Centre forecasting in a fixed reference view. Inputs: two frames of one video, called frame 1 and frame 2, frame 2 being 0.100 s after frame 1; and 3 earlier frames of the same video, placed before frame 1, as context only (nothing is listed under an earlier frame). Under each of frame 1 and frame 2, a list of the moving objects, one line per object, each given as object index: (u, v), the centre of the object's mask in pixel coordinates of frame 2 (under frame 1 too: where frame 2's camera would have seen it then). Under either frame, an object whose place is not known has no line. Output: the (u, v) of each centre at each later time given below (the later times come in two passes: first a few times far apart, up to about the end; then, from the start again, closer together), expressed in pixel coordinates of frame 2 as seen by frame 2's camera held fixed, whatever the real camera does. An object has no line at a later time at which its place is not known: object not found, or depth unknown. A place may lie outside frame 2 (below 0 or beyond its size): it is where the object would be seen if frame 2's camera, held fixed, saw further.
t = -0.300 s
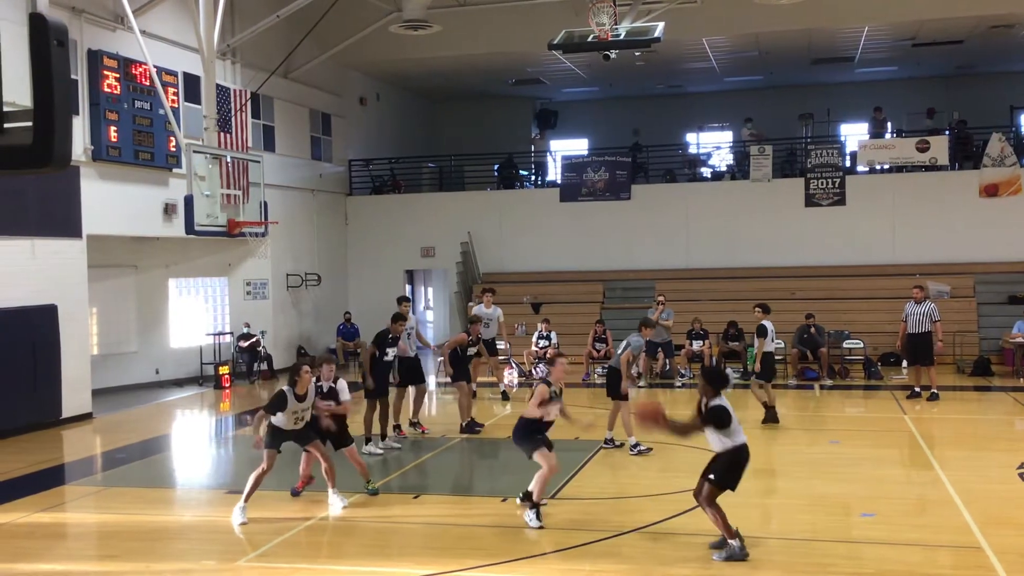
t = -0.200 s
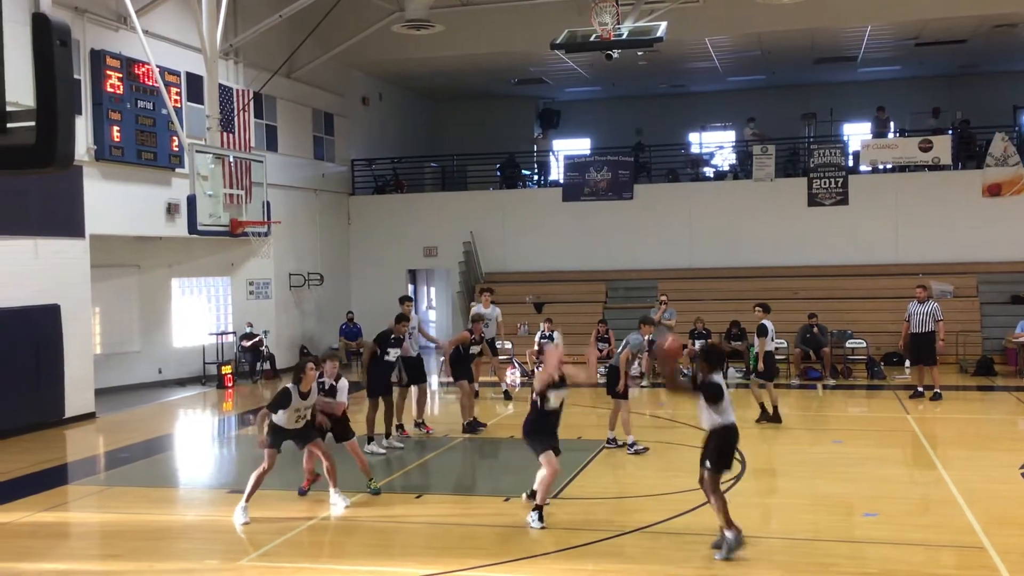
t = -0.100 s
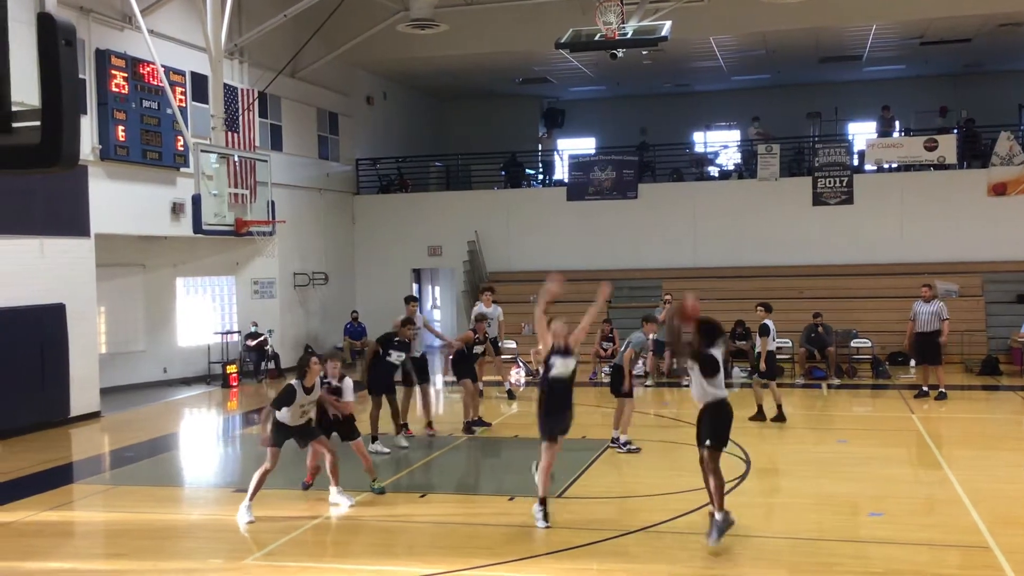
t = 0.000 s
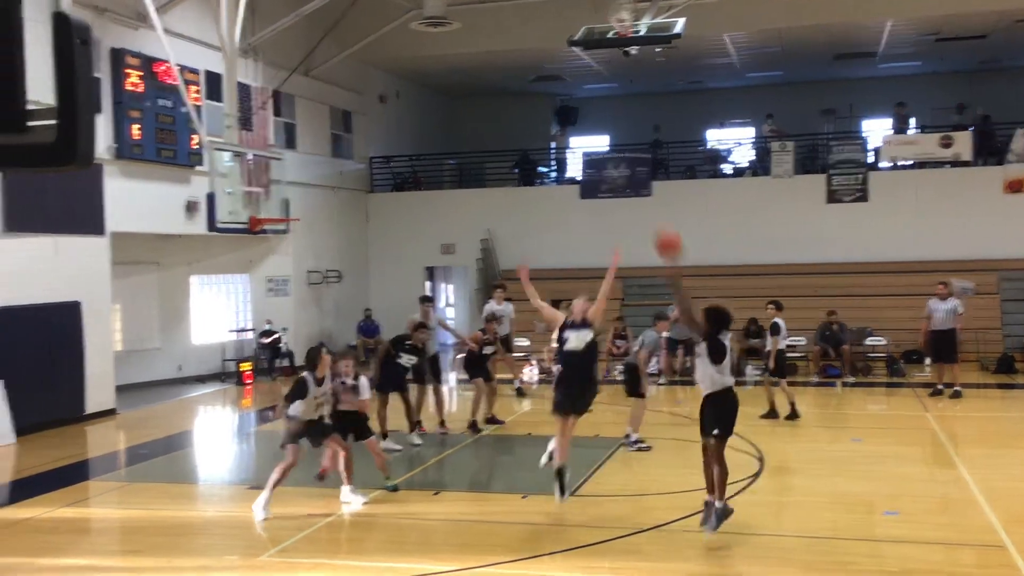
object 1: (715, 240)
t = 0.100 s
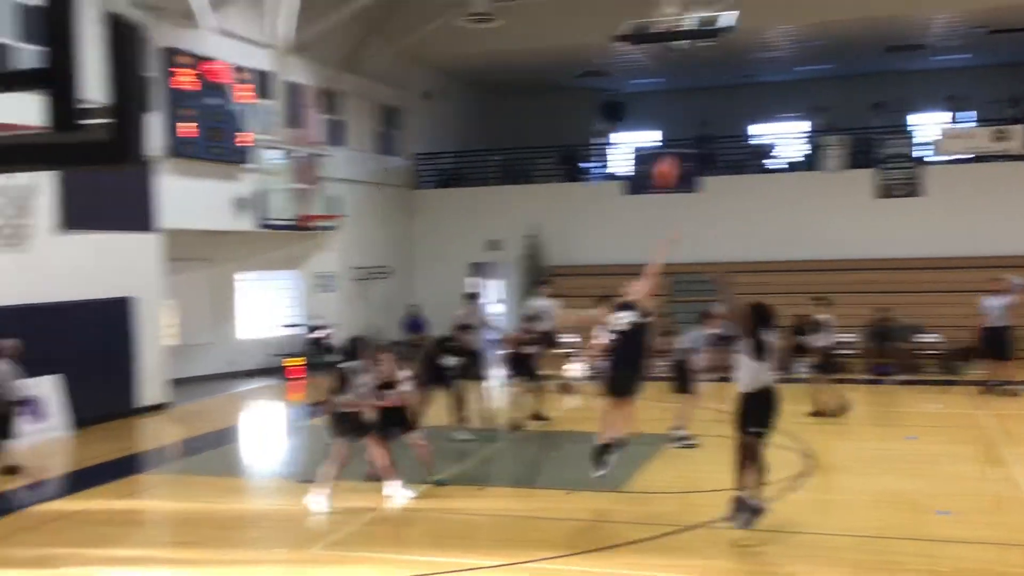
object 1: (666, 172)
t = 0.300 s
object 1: (578, 86)
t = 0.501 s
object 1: (507, 47)
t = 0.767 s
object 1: (425, 53)
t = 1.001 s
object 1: (365, 107)
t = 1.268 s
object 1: (309, 206)
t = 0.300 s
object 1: (578, 86)
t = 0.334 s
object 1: (565, 76)
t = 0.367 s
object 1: (553, 68)
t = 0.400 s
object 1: (541, 61)
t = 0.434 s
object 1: (529, 55)
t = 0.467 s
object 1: (517, 50)
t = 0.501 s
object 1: (507, 47)
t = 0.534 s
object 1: (496, 45)
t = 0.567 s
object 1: (485, 44)
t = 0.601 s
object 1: (475, 43)
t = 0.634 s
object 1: (464, 42)
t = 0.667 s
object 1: (454, 44)
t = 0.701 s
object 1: (444, 47)
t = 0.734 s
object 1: (435, 49)
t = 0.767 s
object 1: (425, 53)
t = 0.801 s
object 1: (415, 57)
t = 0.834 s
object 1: (407, 66)
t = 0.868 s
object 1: (397, 71)
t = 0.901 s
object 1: (390, 78)
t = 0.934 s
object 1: (381, 88)
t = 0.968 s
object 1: (372, 97)
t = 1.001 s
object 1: (365, 107)
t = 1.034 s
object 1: (358, 117)
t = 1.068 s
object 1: (350, 128)
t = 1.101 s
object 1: (344, 139)
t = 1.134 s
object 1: (336, 153)
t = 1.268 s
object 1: (309, 206)
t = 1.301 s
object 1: (303, 201)
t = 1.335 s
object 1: (307, 193)
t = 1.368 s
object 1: (314, 186)
